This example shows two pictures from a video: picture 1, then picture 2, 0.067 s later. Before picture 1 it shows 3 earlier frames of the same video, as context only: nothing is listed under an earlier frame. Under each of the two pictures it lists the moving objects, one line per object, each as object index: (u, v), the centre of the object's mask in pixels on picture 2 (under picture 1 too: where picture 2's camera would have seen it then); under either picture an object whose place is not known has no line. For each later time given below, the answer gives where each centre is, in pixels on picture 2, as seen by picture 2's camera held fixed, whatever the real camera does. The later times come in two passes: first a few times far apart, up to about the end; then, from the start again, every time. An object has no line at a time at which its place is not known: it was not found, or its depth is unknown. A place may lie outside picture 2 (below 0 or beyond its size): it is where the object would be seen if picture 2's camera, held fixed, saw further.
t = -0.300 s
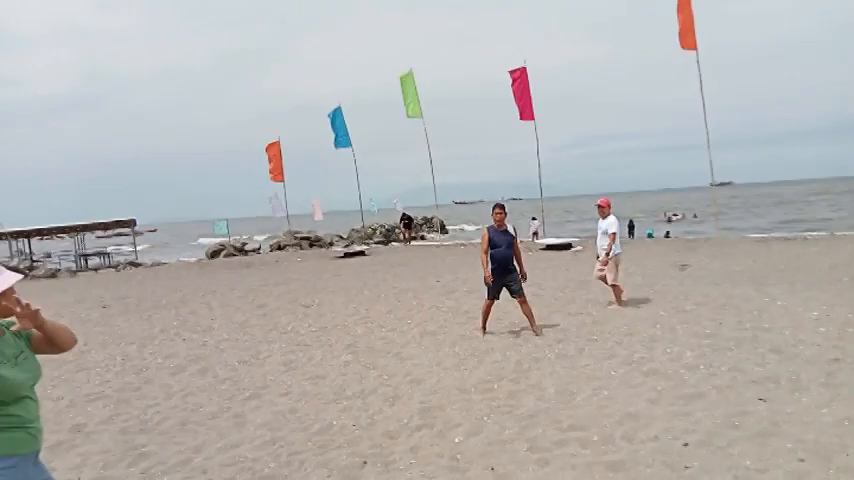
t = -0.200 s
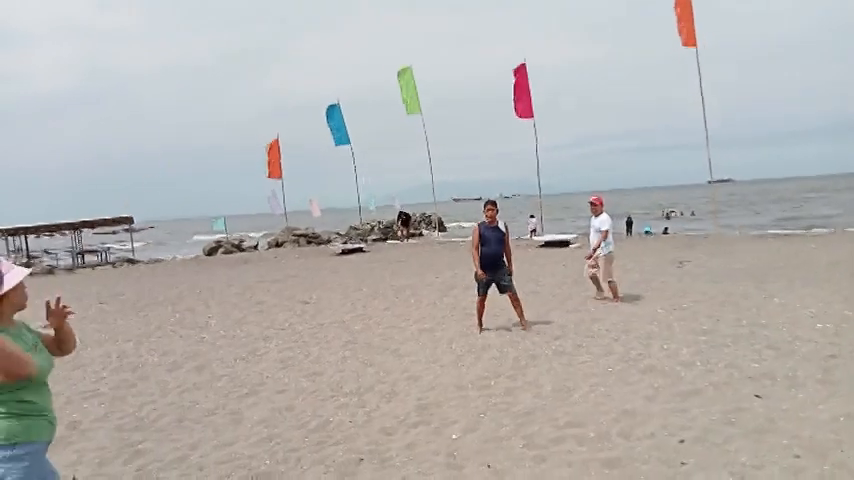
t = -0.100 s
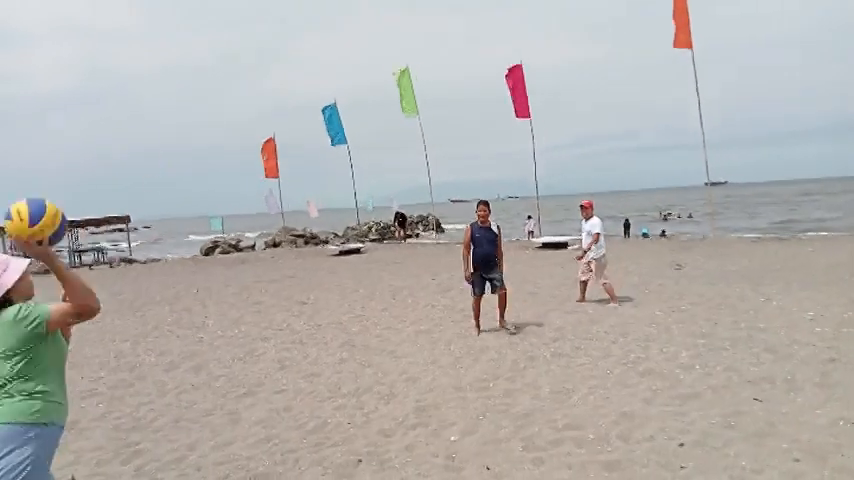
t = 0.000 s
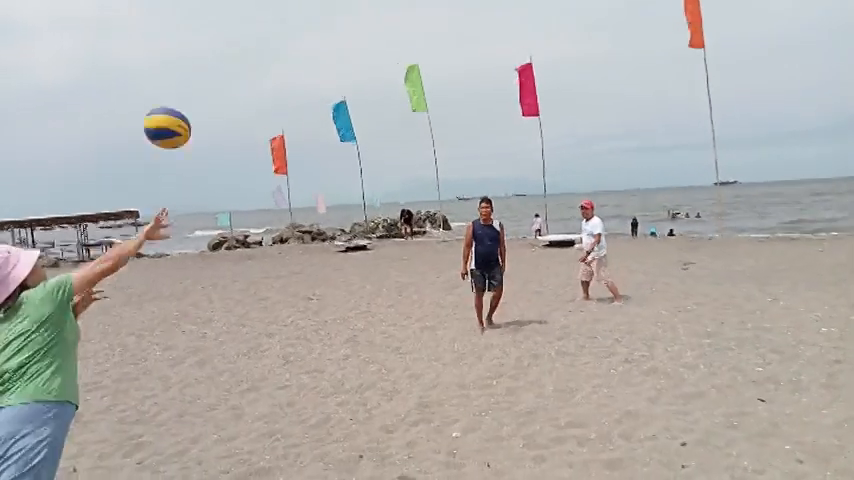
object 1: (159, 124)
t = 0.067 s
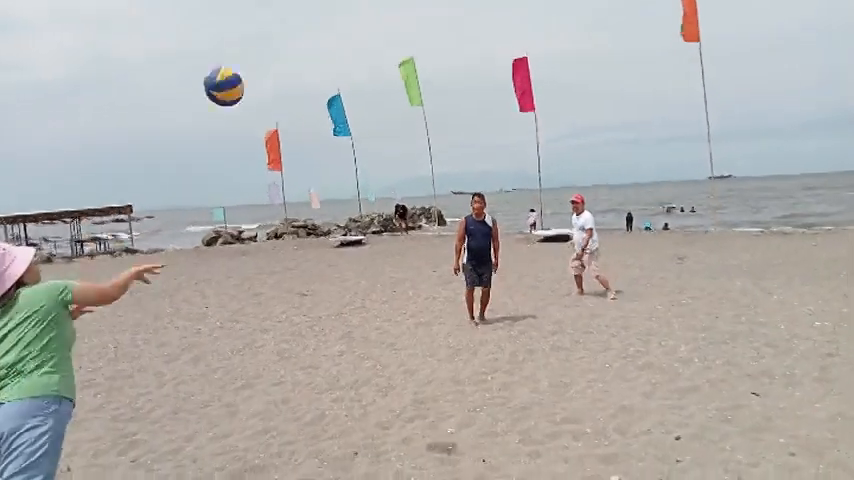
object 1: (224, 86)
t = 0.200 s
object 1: (310, 62)
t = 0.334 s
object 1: (369, 70)
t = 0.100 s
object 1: (248, 75)
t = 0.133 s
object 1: (270, 68)
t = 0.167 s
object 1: (291, 65)
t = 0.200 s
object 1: (310, 62)
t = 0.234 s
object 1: (328, 63)
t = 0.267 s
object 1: (343, 64)
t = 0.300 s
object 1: (356, 66)
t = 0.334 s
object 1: (369, 70)
